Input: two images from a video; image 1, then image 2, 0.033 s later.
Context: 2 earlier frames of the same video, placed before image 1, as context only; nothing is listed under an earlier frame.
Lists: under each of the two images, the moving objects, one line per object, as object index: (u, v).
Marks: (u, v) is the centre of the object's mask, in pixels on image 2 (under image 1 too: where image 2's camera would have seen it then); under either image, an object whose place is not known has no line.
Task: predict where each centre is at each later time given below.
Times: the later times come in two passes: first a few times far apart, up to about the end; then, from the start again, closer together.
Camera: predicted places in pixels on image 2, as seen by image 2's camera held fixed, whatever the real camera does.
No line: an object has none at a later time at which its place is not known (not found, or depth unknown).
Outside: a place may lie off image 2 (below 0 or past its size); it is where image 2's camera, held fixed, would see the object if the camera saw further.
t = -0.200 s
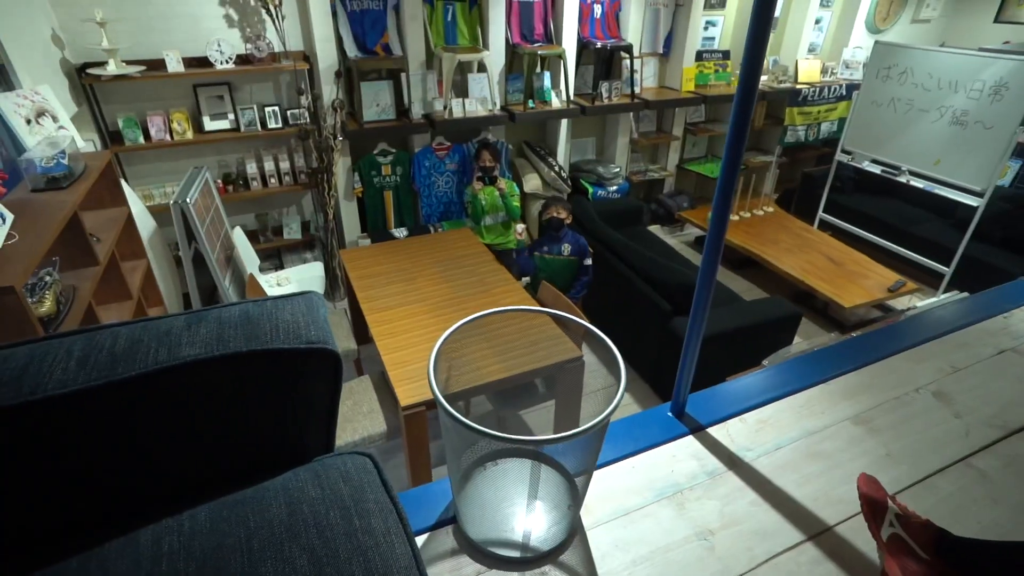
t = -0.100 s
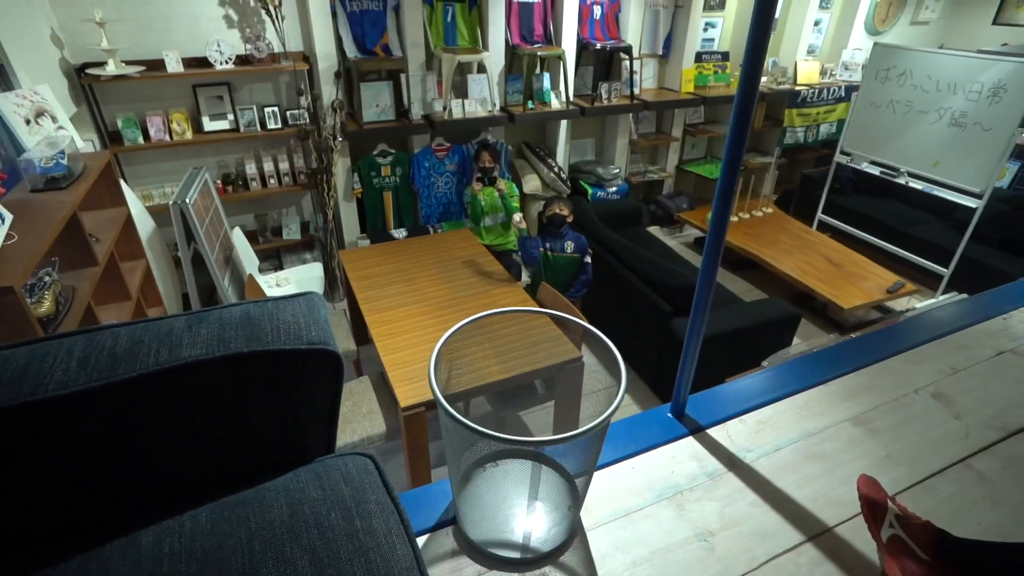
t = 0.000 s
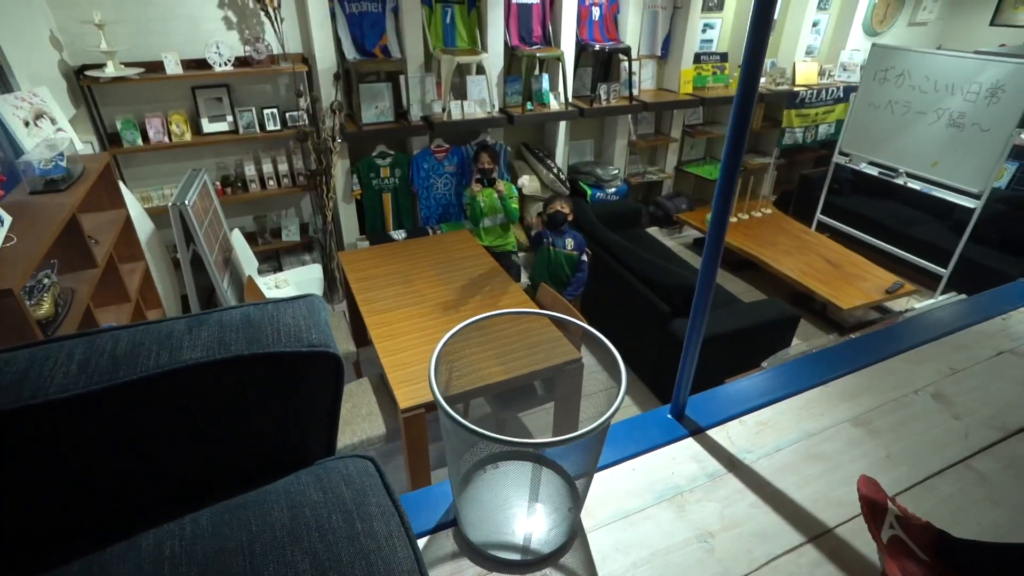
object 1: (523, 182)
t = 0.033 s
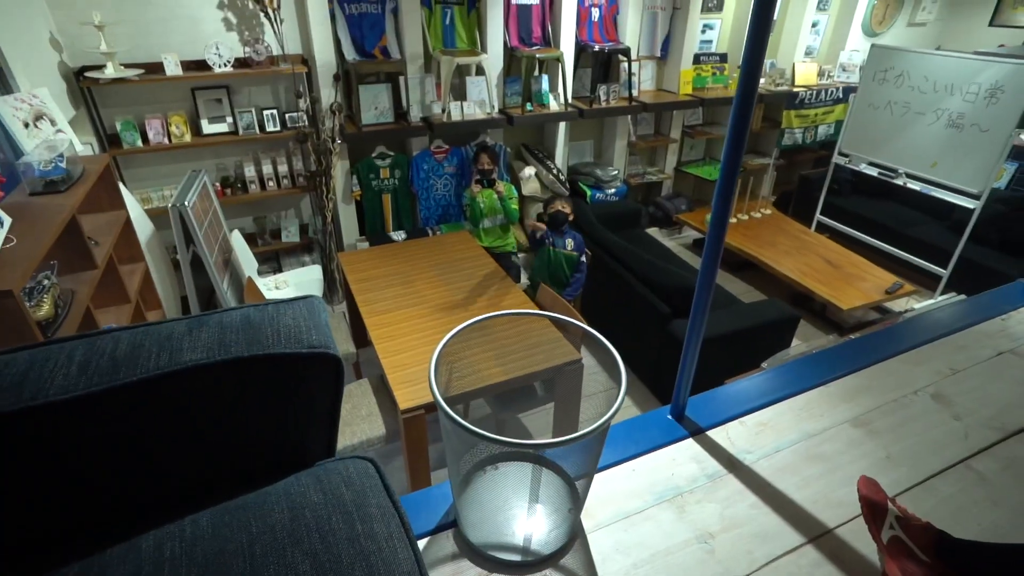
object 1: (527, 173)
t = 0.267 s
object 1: (558, 162)
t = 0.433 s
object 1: (579, 304)
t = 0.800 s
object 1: (537, 480)
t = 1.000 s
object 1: (559, 519)
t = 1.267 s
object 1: (546, 533)
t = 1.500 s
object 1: (551, 529)
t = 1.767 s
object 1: (552, 530)
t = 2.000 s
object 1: (551, 529)
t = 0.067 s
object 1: (535, 164)
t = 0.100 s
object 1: (538, 159)
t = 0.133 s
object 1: (541, 153)
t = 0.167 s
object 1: (544, 151)
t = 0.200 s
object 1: (548, 153)
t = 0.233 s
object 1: (554, 157)
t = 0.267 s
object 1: (558, 162)
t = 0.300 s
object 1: (561, 177)
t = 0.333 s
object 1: (564, 197)
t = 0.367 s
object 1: (570, 224)
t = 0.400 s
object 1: (575, 260)
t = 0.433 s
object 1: (579, 304)
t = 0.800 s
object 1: (537, 480)
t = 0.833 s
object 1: (554, 484)
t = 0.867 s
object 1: (559, 487)
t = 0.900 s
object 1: (559, 493)
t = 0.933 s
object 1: (558, 501)
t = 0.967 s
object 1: (559, 512)
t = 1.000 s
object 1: (559, 519)
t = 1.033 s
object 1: (559, 524)
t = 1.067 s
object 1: (557, 526)
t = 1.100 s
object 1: (553, 528)
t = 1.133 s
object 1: (553, 528)
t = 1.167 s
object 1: (548, 532)
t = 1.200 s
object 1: (546, 533)
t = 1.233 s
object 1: (545, 533)
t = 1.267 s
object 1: (546, 533)
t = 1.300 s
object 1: (547, 532)
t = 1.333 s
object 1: (548, 531)
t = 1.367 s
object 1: (548, 531)
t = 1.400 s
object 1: (549, 531)
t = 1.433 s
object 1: (550, 528)
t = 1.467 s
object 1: (551, 529)
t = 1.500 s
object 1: (551, 529)
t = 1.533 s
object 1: (551, 529)
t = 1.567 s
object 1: (551, 529)
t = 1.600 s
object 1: (551, 529)
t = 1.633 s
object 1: (552, 529)
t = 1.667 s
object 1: (552, 529)
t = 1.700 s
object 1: (552, 529)
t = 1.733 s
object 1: (552, 530)
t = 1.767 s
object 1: (552, 530)
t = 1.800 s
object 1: (552, 530)
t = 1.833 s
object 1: (551, 530)
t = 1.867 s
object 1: (551, 529)
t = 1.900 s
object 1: (551, 530)
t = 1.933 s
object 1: (551, 530)
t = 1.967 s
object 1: (551, 529)
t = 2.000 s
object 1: (551, 529)
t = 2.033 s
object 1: (550, 529)
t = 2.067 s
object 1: (550, 529)
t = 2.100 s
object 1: (550, 529)
